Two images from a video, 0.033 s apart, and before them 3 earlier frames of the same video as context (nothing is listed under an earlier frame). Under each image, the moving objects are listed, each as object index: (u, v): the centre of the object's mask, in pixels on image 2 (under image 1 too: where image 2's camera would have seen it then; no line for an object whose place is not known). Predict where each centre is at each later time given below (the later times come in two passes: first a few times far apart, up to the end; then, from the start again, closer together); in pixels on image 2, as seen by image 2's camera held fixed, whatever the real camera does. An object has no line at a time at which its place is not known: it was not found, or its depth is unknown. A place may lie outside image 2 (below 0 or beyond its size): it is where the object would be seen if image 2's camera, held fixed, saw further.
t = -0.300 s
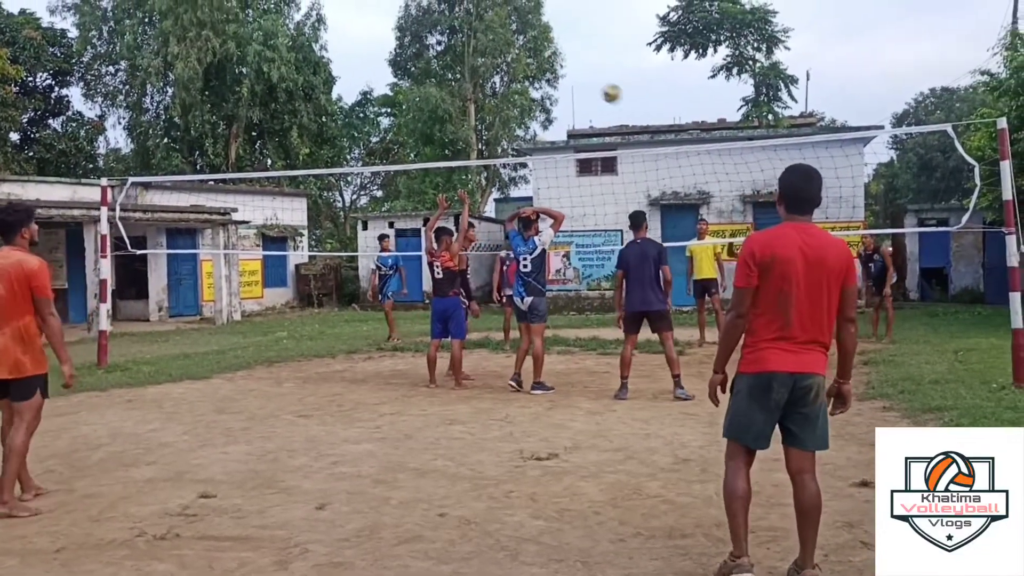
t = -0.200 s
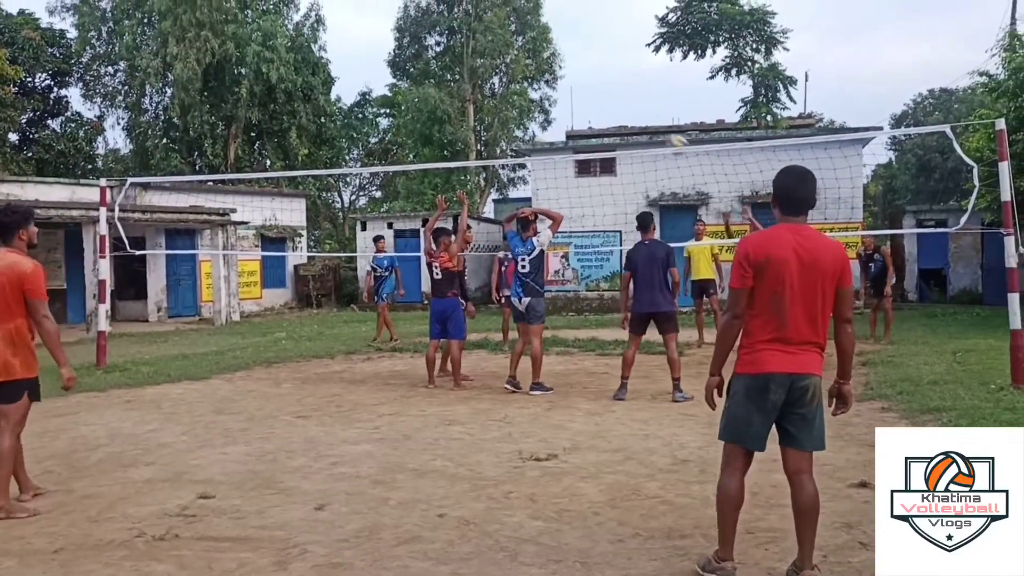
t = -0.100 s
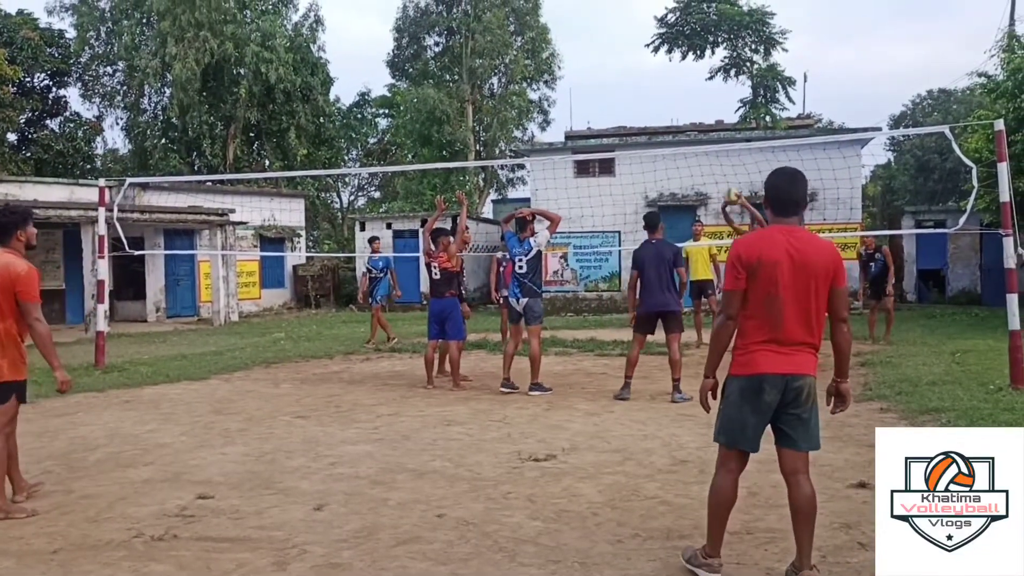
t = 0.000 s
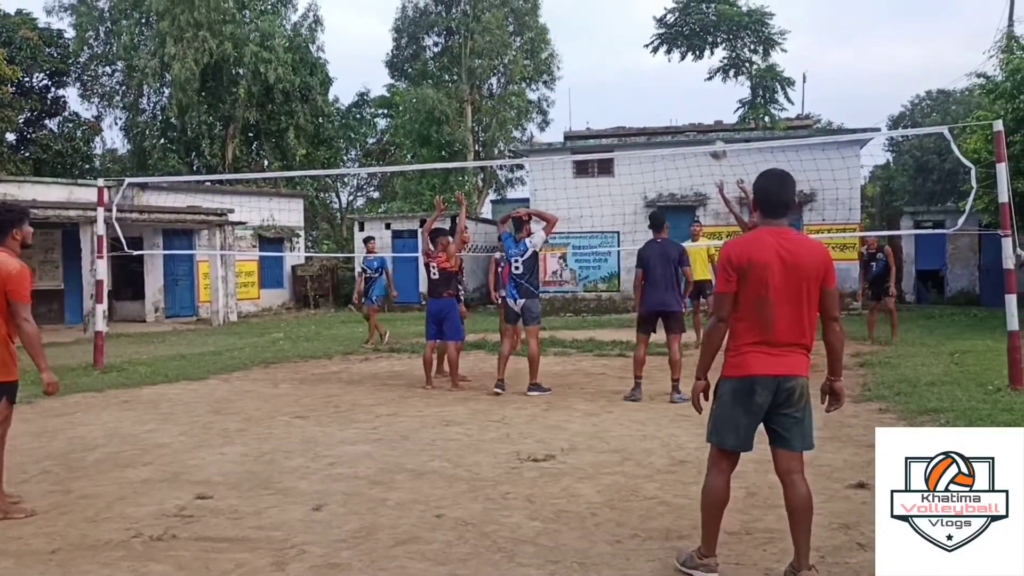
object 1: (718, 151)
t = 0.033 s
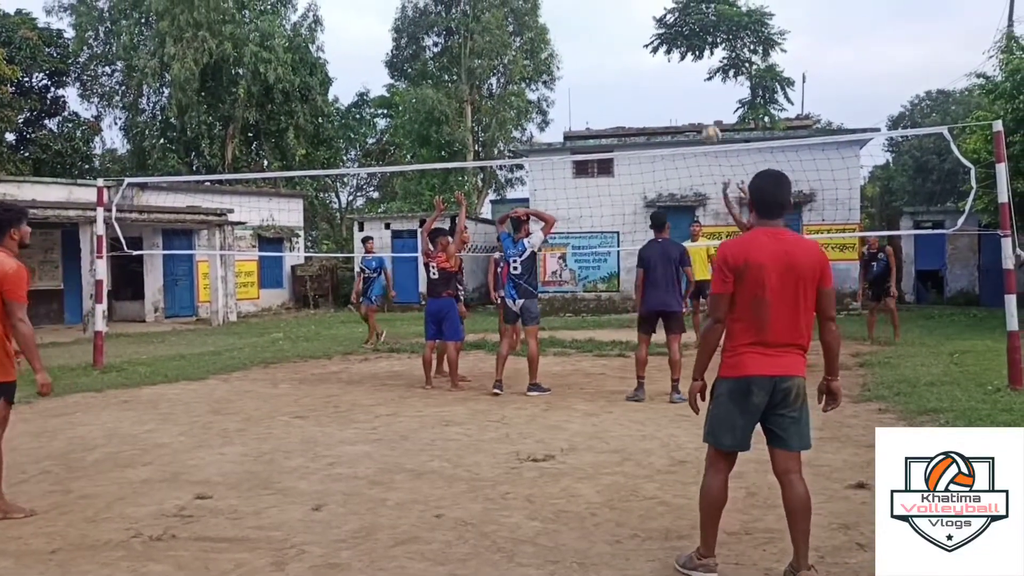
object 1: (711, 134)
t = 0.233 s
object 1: (673, 60)
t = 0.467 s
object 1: (631, 21)
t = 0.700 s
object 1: (592, 29)
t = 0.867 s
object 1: (565, 62)
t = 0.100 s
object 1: (698, 106)
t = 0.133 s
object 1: (691, 93)
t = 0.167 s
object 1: (685, 81)
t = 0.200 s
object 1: (679, 70)
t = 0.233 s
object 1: (673, 60)
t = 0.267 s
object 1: (667, 52)
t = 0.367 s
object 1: (649, 33)
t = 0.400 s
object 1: (643, 28)
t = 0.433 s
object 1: (637, 24)
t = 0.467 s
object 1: (631, 21)
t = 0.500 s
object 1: (625, 19)
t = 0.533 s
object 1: (620, 18)
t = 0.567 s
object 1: (614, 19)
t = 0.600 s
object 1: (608, 20)
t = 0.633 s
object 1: (603, 22)
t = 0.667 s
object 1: (597, 25)
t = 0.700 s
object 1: (592, 29)
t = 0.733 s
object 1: (586, 34)
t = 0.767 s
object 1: (581, 40)
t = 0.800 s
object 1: (576, 46)
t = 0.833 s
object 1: (570, 54)
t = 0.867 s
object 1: (565, 62)
